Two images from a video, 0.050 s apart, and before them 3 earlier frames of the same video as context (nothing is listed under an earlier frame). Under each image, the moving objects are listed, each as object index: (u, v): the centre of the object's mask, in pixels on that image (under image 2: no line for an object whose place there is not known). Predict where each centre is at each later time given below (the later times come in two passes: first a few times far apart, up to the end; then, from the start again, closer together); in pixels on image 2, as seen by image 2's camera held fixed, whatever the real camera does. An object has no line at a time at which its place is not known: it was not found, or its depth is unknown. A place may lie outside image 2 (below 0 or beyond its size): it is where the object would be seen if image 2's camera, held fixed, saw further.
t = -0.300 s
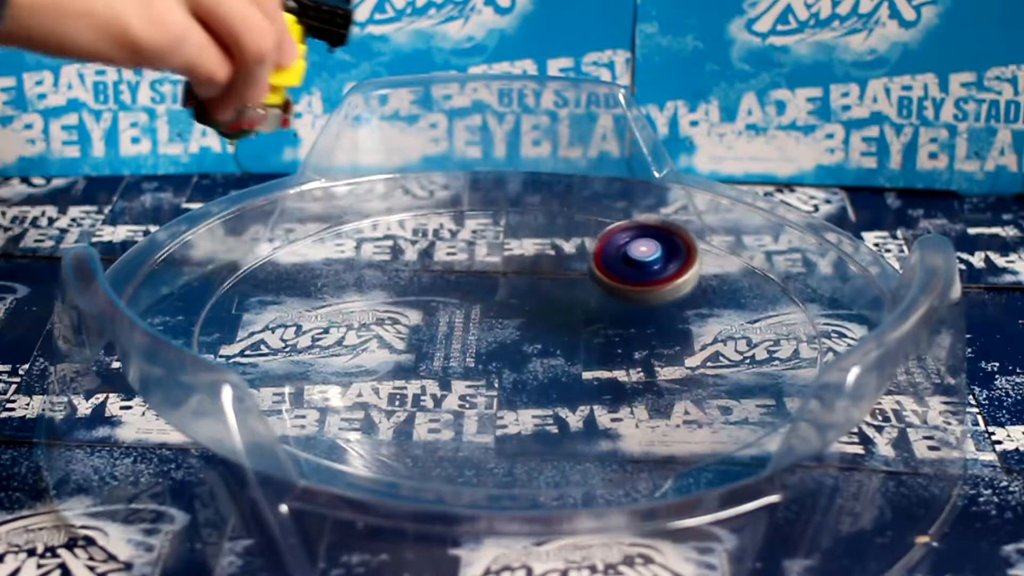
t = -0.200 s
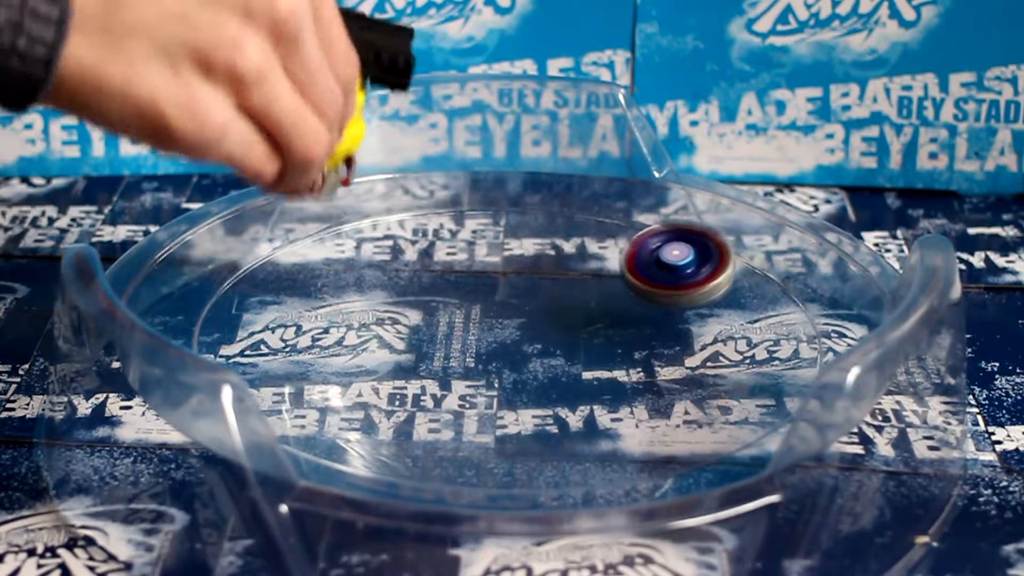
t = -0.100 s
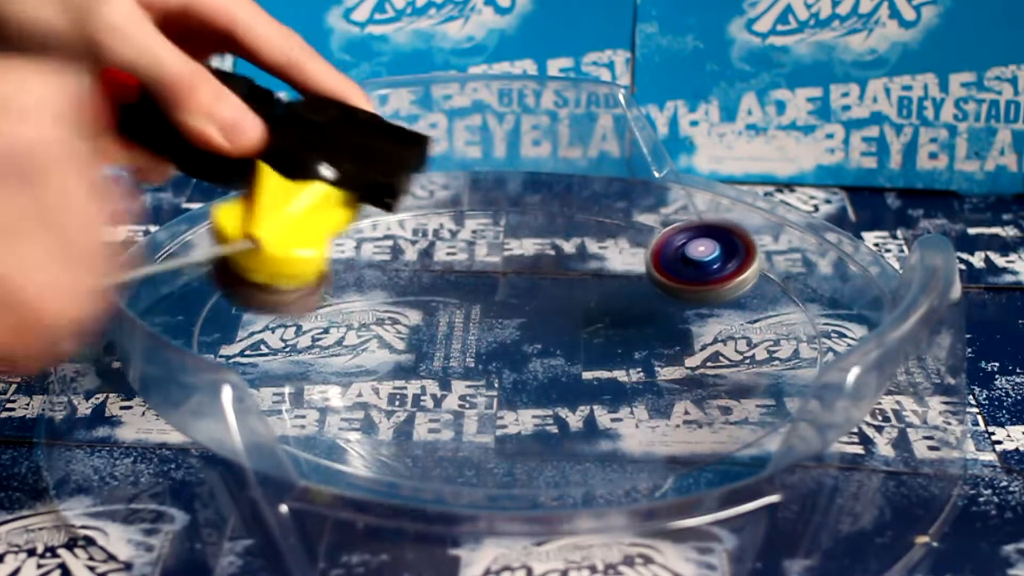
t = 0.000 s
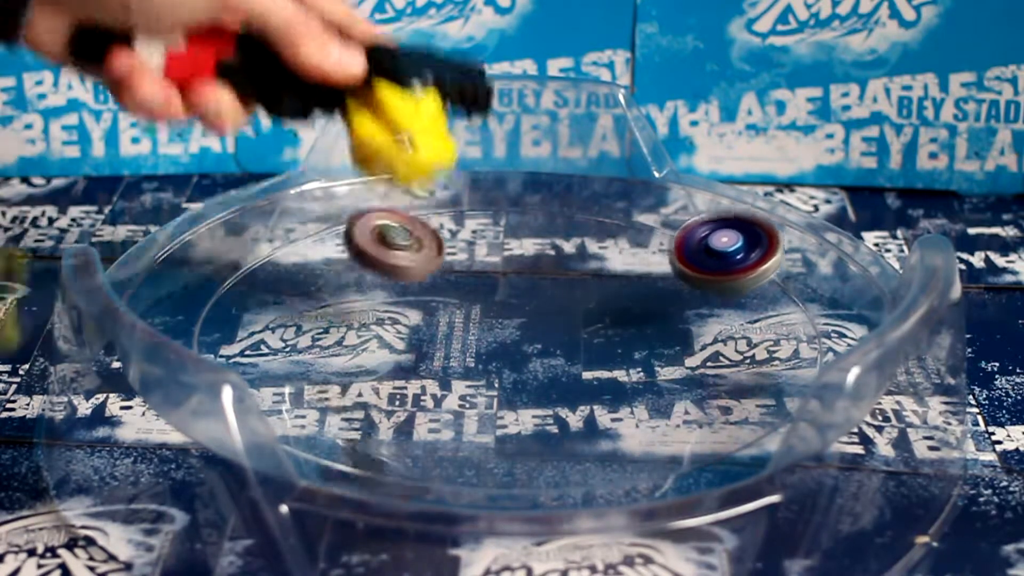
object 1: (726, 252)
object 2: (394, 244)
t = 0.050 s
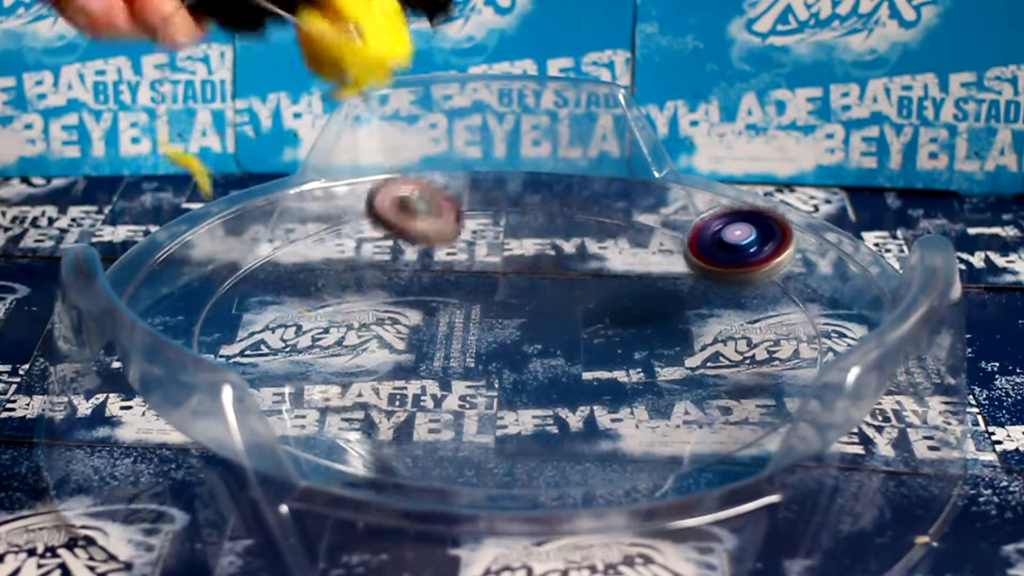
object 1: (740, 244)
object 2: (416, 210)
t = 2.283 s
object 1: (678, 401)
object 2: (712, 227)
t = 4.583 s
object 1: (341, 339)
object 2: (472, 442)
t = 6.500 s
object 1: (363, 203)
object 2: (710, 414)
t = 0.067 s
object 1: (744, 242)
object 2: (423, 198)
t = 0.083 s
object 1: (749, 240)
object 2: (431, 190)
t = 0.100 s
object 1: (753, 239)
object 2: (440, 188)
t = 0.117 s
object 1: (752, 237)
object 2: (453, 191)
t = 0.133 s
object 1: (748, 236)
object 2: (467, 200)
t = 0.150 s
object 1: (741, 236)
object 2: (481, 202)
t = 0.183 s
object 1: (730, 234)
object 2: (511, 222)
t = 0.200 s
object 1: (724, 234)
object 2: (524, 229)
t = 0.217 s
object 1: (719, 234)
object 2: (538, 237)
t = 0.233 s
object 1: (714, 235)
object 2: (550, 245)
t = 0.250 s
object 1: (710, 236)
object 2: (562, 252)
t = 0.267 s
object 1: (707, 237)
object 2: (574, 260)
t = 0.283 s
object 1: (704, 239)
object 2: (584, 267)
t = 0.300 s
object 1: (701, 241)
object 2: (594, 273)
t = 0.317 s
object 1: (699, 242)
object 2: (603, 280)
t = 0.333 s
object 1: (701, 242)
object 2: (607, 284)
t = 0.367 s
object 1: (711, 248)
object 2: (604, 291)
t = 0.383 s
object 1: (715, 259)
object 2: (602, 293)
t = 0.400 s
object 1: (718, 260)
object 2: (599, 297)
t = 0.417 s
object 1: (721, 265)
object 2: (597, 300)
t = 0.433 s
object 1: (723, 268)
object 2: (594, 303)
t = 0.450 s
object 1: (725, 272)
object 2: (592, 305)
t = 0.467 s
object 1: (727, 274)
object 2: (589, 306)
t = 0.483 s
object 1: (729, 279)
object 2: (587, 307)
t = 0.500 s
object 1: (731, 281)
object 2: (584, 309)
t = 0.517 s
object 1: (733, 282)
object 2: (582, 310)
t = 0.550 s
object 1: (736, 286)
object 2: (579, 310)
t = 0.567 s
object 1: (738, 288)
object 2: (577, 309)
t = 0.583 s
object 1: (740, 289)
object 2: (576, 309)
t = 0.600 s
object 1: (742, 290)
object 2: (575, 307)
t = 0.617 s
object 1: (744, 291)
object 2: (575, 306)
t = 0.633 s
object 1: (747, 292)
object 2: (576, 304)
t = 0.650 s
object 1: (749, 292)
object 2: (576, 301)
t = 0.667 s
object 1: (753, 293)
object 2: (578, 298)
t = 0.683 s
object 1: (756, 293)
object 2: (579, 294)
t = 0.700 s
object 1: (759, 294)
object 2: (582, 289)
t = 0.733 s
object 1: (767, 295)
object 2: (588, 280)
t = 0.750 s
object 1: (771, 295)
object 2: (590, 273)
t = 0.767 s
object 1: (775, 296)
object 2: (593, 268)
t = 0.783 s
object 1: (779, 296)
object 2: (596, 261)
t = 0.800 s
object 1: (784, 296)
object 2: (599, 255)
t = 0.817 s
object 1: (789, 296)
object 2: (602, 248)
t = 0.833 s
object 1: (793, 297)
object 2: (605, 240)
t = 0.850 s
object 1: (798, 297)
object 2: (608, 232)
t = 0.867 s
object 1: (801, 296)
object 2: (610, 224)
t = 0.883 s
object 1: (800, 297)
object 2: (613, 216)
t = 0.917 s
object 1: (794, 298)
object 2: (617, 202)
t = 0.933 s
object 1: (792, 298)
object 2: (618, 195)
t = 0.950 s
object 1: (790, 299)
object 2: (615, 189)
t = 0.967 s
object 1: (787, 300)
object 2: (611, 188)
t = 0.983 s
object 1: (785, 300)
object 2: (606, 192)
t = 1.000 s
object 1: (783, 302)
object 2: (602, 195)
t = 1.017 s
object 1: (781, 304)
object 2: (597, 196)
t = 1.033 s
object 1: (779, 306)
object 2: (593, 197)
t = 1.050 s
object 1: (777, 308)
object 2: (589, 198)
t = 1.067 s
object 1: (776, 309)
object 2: (585, 200)
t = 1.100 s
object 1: (773, 313)
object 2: (578, 202)
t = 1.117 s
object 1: (772, 315)
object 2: (575, 203)
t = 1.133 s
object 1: (771, 317)
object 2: (572, 204)
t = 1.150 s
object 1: (770, 319)
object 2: (570, 206)
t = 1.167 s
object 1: (769, 321)
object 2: (568, 207)
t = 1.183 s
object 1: (769, 324)
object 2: (567, 208)
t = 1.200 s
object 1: (769, 326)
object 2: (566, 209)
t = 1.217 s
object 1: (769, 328)
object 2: (565, 210)
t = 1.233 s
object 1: (770, 330)
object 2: (565, 210)
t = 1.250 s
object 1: (770, 332)
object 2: (565, 211)
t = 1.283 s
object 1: (772, 335)
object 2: (568, 211)
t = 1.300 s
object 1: (774, 337)
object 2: (570, 211)
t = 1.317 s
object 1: (775, 340)
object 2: (573, 211)
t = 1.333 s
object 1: (777, 341)
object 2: (576, 211)
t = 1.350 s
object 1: (779, 343)
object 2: (580, 210)
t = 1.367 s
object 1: (781, 344)
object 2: (584, 210)
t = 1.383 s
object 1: (783, 346)
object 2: (588, 209)
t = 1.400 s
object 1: (784, 347)
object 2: (593, 208)
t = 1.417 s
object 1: (785, 348)
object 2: (598, 206)
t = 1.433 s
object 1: (787, 349)
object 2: (603, 205)
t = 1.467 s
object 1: (785, 350)
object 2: (614, 201)
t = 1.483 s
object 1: (783, 350)
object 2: (619, 199)
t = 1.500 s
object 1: (782, 351)
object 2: (623, 198)
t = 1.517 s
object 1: (781, 352)
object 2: (626, 200)
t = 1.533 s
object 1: (780, 353)
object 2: (628, 202)
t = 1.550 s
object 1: (778, 354)
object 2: (630, 203)
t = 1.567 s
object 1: (777, 355)
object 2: (632, 205)
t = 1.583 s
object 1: (775, 356)
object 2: (634, 206)
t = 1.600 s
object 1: (773, 357)
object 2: (637, 208)
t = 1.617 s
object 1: (772, 360)
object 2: (639, 209)
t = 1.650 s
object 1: (769, 363)
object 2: (645, 211)
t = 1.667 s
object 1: (767, 365)
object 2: (648, 211)
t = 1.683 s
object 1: (766, 367)
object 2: (651, 212)
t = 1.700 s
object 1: (765, 368)
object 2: (655, 212)
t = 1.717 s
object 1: (764, 369)
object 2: (658, 212)
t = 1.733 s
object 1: (763, 370)
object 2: (662, 212)
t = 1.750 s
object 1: (761, 372)
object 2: (666, 211)
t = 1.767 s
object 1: (760, 373)
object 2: (671, 211)
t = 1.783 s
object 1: (759, 375)
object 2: (674, 210)
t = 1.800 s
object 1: (757, 375)
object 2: (675, 211)
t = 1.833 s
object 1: (753, 378)
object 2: (676, 214)
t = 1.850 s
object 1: (752, 380)
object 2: (677, 216)
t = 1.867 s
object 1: (751, 380)
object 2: (679, 216)
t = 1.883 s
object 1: (750, 381)
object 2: (681, 217)
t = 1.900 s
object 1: (749, 381)
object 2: (683, 218)
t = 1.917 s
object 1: (747, 382)
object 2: (685, 218)
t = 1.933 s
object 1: (746, 383)
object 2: (688, 218)
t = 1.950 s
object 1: (744, 384)
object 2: (690, 218)
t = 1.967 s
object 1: (742, 386)
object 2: (693, 218)
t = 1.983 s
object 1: (740, 390)
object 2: (696, 218)
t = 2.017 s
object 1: (736, 393)
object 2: (696, 220)
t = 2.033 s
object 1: (734, 393)
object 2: (696, 221)
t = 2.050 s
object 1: (732, 394)
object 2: (696, 222)
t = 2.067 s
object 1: (730, 395)
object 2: (696, 225)
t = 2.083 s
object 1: (728, 396)
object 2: (697, 225)
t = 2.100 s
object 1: (725, 396)
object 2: (698, 226)
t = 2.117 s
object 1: (723, 397)
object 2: (700, 225)
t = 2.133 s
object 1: (719, 397)
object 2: (701, 226)
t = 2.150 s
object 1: (716, 398)
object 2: (704, 226)
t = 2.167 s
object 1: (712, 399)
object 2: (706, 225)
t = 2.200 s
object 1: (703, 400)
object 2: (712, 223)
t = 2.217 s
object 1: (698, 400)
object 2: (712, 225)
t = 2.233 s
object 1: (693, 400)
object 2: (711, 225)
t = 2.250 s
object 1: (689, 401)
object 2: (711, 226)
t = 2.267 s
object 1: (684, 401)
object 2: (711, 227)
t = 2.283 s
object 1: (678, 401)
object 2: (712, 227)
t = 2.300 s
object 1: (673, 401)
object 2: (712, 227)
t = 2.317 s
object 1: (667, 401)
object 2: (713, 227)
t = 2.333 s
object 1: (661, 401)
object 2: (715, 226)
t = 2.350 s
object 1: (655, 401)
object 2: (715, 226)
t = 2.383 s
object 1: (644, 399)
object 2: (713, 228)
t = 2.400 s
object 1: (637, 398)
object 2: (712, 229)
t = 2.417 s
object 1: (630, 397)
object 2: (712, 229)
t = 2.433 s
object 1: (623, 396)
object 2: (712, 229)
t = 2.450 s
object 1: (616, 396)
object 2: (712, 229)
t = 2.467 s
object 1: (607, 395)
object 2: (713, 229)
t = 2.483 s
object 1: (597, 395)
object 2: (715, 229)
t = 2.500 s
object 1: (588, 394)
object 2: (717, 228)
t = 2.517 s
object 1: (576, 394)
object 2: (718, 227)
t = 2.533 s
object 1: (566, 394)
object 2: (717, 228)
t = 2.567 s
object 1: (543, 393)
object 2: (715, 231)
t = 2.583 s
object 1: (531, 393)
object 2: (714, 231)
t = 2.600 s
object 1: (519, 393)
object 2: (714, 232)
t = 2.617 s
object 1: (510, 393)
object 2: (714, 232)
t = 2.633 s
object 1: (498, 393)
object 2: (716, 232)
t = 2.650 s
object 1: (487, 393)
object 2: (718, 232)
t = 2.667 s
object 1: (476, 393)
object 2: (720, 231)
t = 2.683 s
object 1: (467, 393)
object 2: (722, 230)
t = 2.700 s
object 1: (457, 393)
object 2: (724, 230)
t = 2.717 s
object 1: (448, 393)
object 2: (724, 230)
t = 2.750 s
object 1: (431, 394)
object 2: (723, 231)
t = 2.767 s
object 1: (424, 394)
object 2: (723, 231)
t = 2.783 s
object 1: (419, 395)
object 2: (723, 231)
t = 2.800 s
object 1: (412, 396)
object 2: (724, 230)
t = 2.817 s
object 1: (407, 396)
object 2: (725, 230)
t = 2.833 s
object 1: (403, 397)
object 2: (723, 230)
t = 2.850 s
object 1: (400, 399)
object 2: (721, 231)
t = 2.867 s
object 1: (397, 400)
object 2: (719, 232)
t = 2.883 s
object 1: (395, 401)
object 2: (718, 232)
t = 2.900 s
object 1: (393, 402)
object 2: (718, 233)
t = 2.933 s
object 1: (392, 404)
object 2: (718, 232)
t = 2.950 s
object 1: (392, 406)
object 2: (719, 232)
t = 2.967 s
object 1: (393, 408)
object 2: (721, 231)
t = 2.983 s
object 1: (394, 410)
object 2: (723, 230)
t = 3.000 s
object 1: (396, 412)
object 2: (723, 229)
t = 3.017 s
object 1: (397, 413)
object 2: (721, 229)
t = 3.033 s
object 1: (399, 415)
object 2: (719, 229)
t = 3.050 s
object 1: (402, 417)
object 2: (717, 229)
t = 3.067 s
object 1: (403, 419)
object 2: (714, 230)
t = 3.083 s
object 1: (405, 421)
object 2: (712, 231)
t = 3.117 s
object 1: (410, 423)
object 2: (702, 236)
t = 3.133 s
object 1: (413, 425)
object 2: (696, 240)
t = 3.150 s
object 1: (416, 426)
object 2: (689, 245)
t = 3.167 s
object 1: (420, 427)
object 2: (680, 249)
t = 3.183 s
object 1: (423, 428)
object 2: (669, 256)
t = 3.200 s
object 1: (428, 429)
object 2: (656, 262)
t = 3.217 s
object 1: (433, 429)
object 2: (643, 271)
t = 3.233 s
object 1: (439, 430)
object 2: (629, 280)
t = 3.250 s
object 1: (445, 429)
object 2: (616, 290)
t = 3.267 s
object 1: (452, 429)
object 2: (604, 300)
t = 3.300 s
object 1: (466, 427)
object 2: (582, 320)
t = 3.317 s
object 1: (473, 425)
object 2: (572, 331)
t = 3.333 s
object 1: (480, 423)
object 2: (564, 341)
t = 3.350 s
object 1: (486, 420)
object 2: (556, 352)
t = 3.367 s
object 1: (491, 418)
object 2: (552, 360)
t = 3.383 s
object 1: (496, 415)
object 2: (552, 366)
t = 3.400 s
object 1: (497, 411)
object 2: (554, 370)
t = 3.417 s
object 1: (489, 401)
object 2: (569, 370)
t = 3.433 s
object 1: (481, 396)
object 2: (579, 371)
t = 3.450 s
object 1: (470, 397)
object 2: (589, 376)
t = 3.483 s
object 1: (449, 411)
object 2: (617, 374)
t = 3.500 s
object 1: (443, 407)
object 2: (631, 376)
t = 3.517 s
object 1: (438, 408)
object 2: (646, 374)
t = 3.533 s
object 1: (433, 406)
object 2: (660, 374)
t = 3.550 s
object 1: (429, 404)
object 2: (674, 372)
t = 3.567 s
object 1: (425, 403)
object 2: (687, 370)
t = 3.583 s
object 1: (422, 401)
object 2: (701, 368)
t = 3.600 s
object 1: (420, 400)
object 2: (715, 366)
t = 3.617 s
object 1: (417, 399)
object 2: (729, 363)
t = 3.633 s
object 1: (414, 397)
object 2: (745, 360)
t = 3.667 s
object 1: (408, 394)
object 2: (774, 354)
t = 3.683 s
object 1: (406, 392)
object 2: (786, 350)
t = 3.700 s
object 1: (403, 390)
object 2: (798, 344)
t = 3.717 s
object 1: (401, 388)
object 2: (800, 336)
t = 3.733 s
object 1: (399, 386)
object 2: (799, 332)
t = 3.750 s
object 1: (396, 384)
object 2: (797, 334)
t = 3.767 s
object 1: (393, 383)
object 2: (793, 335)
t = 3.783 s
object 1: (390, 380)
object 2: (788, 334)
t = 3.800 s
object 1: (387, 378)
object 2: (785, 333)
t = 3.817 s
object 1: (384, 376)
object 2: (780, 331)
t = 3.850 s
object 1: (378, 372)
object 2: (773, 327)
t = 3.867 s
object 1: (375, 370)
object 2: (770, 325)
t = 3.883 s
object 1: (372, 367)
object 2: (767, 323)
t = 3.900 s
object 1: (369, 365)
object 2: (765, 322)
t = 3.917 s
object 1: (364, 363)
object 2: (763, 321)
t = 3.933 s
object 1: (362, 361)
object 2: (761, 320)
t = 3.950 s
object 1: (359, 359)
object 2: (760, 319)
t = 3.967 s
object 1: (357, 357)
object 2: (759, 318)
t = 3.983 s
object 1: (353, 356)
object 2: (758, 318)
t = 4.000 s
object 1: (350, 355)
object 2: (756, 317)
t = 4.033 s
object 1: (343, 351)
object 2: (746, 315)
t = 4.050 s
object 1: (340, 350)
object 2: (737, 313)
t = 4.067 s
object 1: (337, 349)
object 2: (725, 314)
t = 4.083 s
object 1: (334, 348)
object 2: (710, 315)
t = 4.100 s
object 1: (332, 347)
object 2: (694, 316)
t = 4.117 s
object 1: (330, 346)
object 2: (676, 319)
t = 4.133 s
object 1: (329, 346)
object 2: (657, 323)
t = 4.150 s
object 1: (326, 345)
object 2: (639, 327)
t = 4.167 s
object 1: (323, 344)
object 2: (619, 332)
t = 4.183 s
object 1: (321, 344)
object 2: (599, 337)
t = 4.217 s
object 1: (319, 343)
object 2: (559, 347)
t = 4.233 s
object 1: (318, 343)
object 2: (539, 354)
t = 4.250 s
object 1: (318, 343)
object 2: (522, 359)
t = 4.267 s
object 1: (318, 343)
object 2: (503, 365)
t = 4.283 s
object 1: (318, 343)
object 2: (486, 371)
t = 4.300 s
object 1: (317, 343)
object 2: (470, 376)
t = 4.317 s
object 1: (318, 343)
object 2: (456, 381)
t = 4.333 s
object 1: (318, 343)
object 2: (443, 385)
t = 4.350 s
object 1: (320, 344)
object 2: (431, 391)
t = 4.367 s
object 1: (320, 344)
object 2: (421, 395)
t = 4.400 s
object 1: (321, 344)
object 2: (408, 404)
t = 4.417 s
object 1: (321, 344)
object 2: (404, 408)
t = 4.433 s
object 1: (323, 344)
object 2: (402, 412)
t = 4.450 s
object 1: (324, 344)
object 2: (402, 416)
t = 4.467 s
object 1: (325, 344)
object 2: (403, 422)
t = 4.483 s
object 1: (327, 344)
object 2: (407, 427)
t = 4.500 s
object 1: (329, 343)
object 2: (413, 431)
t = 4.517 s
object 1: (331, 343)
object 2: (421, 436)
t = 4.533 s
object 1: (334, 342)
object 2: (429, 441)
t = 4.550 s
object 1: (337, 341)
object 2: (439, 444)
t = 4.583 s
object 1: (341, 339)
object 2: (472, 442)
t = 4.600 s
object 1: (345, 338)
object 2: (490, 445)
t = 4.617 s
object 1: (349, 336)
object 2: (509, 444)
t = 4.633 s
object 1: (352, 335)
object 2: (526, 443)
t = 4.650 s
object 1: (354, 333)
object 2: (543, 441)
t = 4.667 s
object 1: (358, 332)
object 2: (561, 439)
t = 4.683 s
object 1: (361, 330)
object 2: (579, 437)
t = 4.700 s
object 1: (364, 329)
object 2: (597, 434)
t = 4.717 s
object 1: (367, 324)
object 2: (615, 431)
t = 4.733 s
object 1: (370, 322)
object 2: (635, 427)
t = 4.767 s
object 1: (374, 316)
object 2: (669, 421)
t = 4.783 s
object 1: (376, 313)
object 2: (685, 417)
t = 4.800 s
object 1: (378, 311)
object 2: (701, 413)
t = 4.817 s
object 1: (380, 308)
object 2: (720, 409)
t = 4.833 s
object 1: (381, 304)
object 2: (735, 404)
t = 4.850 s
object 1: (382, 301)
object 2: (747, 397)
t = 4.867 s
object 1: (382, 298)
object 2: (754, 393)
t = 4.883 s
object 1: (382, 296)
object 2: (762, 386)
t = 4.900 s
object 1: (381, 292)
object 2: (770, 375)
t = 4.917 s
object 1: (381, 290)
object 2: (775, 367)
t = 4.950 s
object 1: (378, 285)
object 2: (772, 350)
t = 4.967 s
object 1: (378, 283)
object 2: (765, 342)
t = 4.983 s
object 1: (375, 279)
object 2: (753, 335)
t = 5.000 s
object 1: (373, 276)
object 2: (738, 328)
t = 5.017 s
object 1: (371, 275)
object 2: (719, 322)
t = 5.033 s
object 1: (370, 273)
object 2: (700, 316)
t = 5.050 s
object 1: (368, 271)
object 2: (676, 312)
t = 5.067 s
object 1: (367, 269)
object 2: (651, 306)
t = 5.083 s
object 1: (365, 268)
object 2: (624, 301)
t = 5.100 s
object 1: (363, 268)
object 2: (597, 297)
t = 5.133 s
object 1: (360, 267)
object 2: (536, 289)
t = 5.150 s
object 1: (358, 267)
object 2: (511, 284)
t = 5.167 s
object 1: (357, 267)
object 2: (480, 280)
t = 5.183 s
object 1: (350, 264)
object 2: (470, 279)
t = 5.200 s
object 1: (317, 258)
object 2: (473, 274)
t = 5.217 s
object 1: (294, 253)
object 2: (477, 275)
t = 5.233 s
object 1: (269, 249)
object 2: (483, 280)
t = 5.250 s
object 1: (252, 249)
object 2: (486, 284)
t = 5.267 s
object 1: (237, 248)
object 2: (489, 286)
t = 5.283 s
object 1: (230, 249)
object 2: (493, 290)
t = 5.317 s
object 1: (216, 256)
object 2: (497, 299)
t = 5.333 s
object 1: (213, 263)
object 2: (498, 304)
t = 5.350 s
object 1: (212, 269)
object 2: (497, 309)
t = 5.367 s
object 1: (215, 276)
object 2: (496, 315)
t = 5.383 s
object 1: (220, 286)
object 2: (493, 321)
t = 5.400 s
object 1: (223, 295)
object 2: (490, 327)
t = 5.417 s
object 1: (231, 303)
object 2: (485, 333)
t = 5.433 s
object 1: (243, 311)
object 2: (480, 340)
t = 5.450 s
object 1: (260, 322)
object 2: (471, 348)
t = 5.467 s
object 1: (273, 328)
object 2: (464, 353)
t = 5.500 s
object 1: (311, 345)
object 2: (447, 367)
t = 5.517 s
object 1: (318, 347)
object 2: (446, 374)
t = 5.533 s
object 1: (305, 337)
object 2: (503, 383)
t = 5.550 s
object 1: (278, 328)
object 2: (549, 388)
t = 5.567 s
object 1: (253, 325)
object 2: (606, 403)
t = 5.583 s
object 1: (236, 319)
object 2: (653, 402)
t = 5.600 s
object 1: (222, 315)
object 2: (696, 399)
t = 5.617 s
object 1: (212, 311)
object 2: (744, 397)
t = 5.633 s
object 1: (211, 308)
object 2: (770, 386)
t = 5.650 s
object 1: (212, 309)
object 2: (782, 370)
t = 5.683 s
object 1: (226, 315)
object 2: (809, 344)
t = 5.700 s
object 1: (236, 319)
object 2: (814, 339)
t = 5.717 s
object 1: (248, 324)
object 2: (815, 339)
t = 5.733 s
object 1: (259, 327)
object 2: (815, 336)
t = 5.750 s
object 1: (271, 330)
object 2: (813, 327)
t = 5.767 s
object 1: (284, 334)
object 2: (806, 321)
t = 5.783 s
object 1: (298, 339)
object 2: (798, 319)
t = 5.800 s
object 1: (315, 344)
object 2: (782, 310)
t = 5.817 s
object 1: (329, 347)
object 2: (767, 304)
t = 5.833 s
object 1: (346, 350)
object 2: (748, 297)
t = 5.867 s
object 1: (376, 352)
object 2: (705, 285)
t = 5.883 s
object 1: (391, 353)
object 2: (679, 277)
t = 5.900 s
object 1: (406, 352)
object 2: (654, 272)
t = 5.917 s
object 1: (422, 350)
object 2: (612, 265)
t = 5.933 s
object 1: (436, 348)
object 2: (576, 261)
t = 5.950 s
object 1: (451, 344)
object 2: (546, 256)
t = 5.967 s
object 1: (463, 341)
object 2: (517, 252)
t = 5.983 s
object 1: (471, 337)
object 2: (485, 249)
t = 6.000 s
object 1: (482, 331)
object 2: (454, 247)
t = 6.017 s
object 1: (492, 327)
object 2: (413, 242)
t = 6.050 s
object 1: (509, 314)
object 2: (352, 240)
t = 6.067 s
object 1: (515, 307)
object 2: (321, 239)
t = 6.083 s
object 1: (519, 300)
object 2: (289, 241)
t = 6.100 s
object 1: (521, 294)
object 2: (261, 242)
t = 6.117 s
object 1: (524, 285)
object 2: (235, 247)
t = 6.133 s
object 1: (524, 277)
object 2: (225, 250)
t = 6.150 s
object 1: (524, 268)
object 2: (218, 256)
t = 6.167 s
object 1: (522, 260)
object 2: (212, 267)
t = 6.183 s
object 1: (520, 253)
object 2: (200, 292)
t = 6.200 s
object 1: (515, 244)
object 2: (201, 303)
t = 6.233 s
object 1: (505, 230)
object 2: (215, 333)
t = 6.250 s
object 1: (499, 222)
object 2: (238, 350)
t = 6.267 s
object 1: (492, 216)
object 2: (263, 367)
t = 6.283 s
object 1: (485, 211)
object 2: (280, 382)
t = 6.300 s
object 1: (479, 205)
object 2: (292, 399)
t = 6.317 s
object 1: (469, 199)
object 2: (310, 408)
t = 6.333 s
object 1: (461, 194)
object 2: (342, 421)
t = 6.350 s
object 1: (454, 190)
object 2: (387, 432)
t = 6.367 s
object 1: (447, 187)
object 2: (416, 439)
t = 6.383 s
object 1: (440, 182)
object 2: (455, 442)
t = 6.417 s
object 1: (420, 179)
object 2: (536, 445)
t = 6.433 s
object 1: (409, 181)
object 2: (580, 444)
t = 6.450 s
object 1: (398, 184)
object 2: (617, 440)
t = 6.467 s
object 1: (384, 191)
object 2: (648, 432)
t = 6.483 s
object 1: (371, 195)
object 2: (682, 423)
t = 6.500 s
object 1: (363, 203)
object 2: (710, 414)
